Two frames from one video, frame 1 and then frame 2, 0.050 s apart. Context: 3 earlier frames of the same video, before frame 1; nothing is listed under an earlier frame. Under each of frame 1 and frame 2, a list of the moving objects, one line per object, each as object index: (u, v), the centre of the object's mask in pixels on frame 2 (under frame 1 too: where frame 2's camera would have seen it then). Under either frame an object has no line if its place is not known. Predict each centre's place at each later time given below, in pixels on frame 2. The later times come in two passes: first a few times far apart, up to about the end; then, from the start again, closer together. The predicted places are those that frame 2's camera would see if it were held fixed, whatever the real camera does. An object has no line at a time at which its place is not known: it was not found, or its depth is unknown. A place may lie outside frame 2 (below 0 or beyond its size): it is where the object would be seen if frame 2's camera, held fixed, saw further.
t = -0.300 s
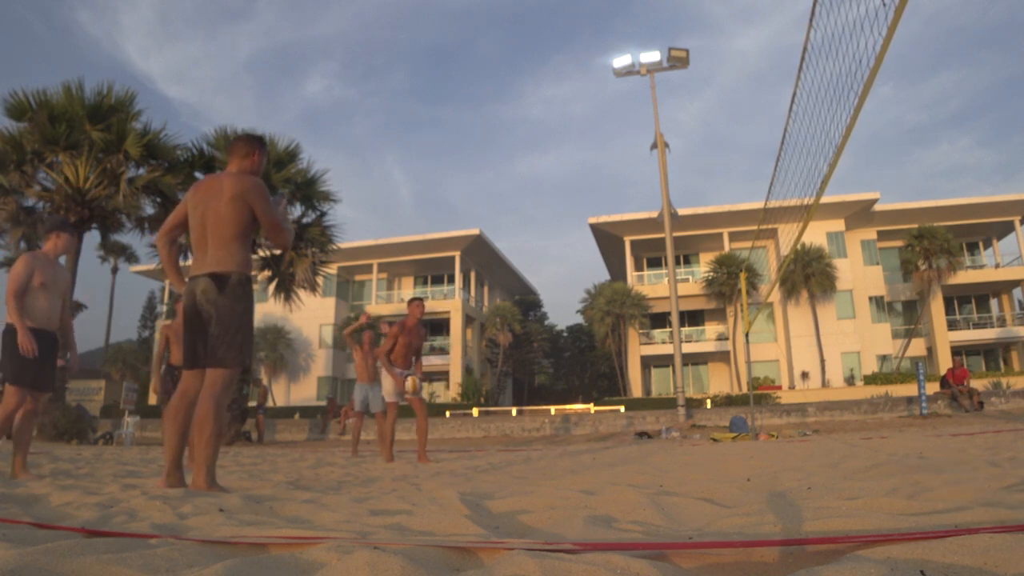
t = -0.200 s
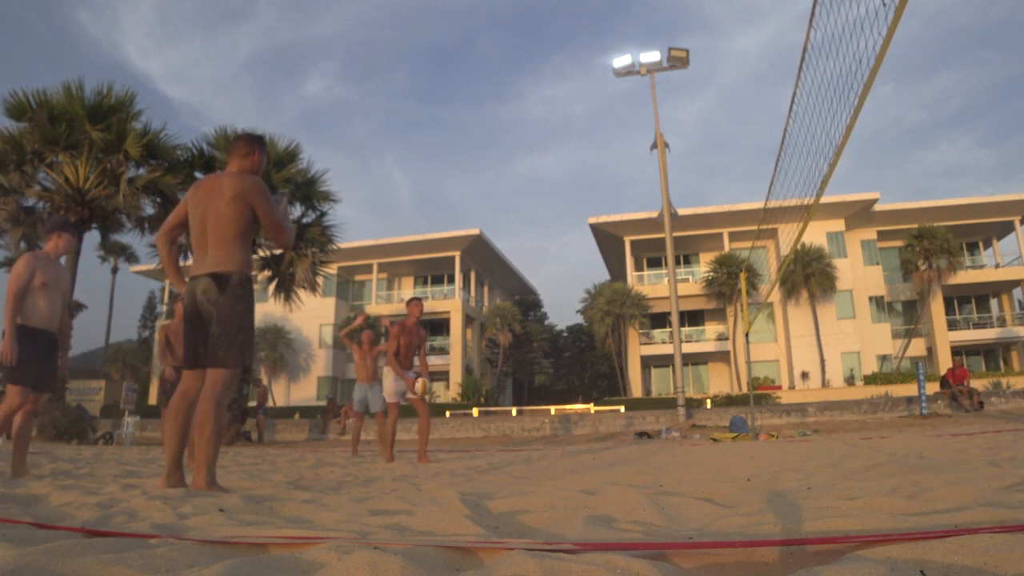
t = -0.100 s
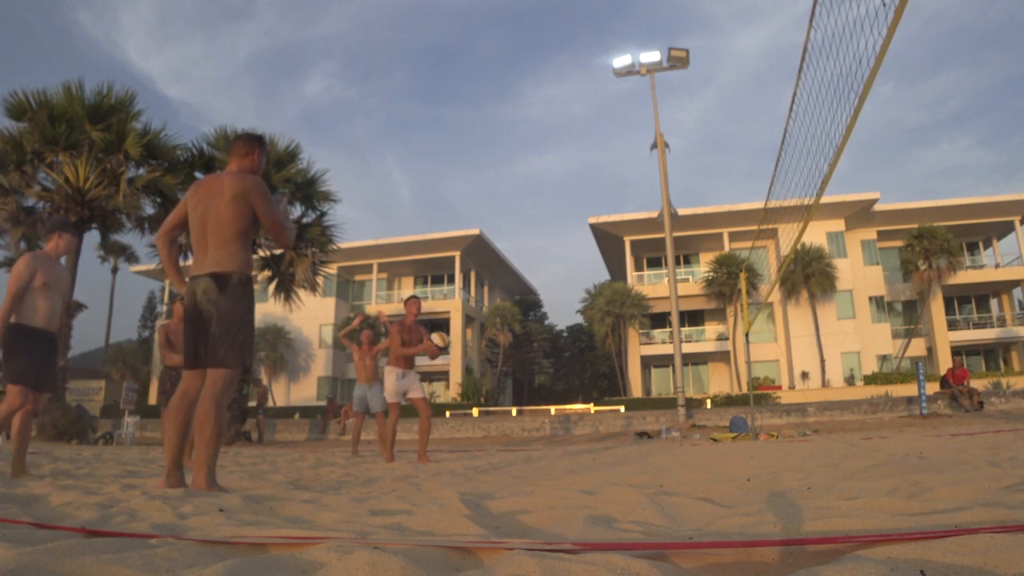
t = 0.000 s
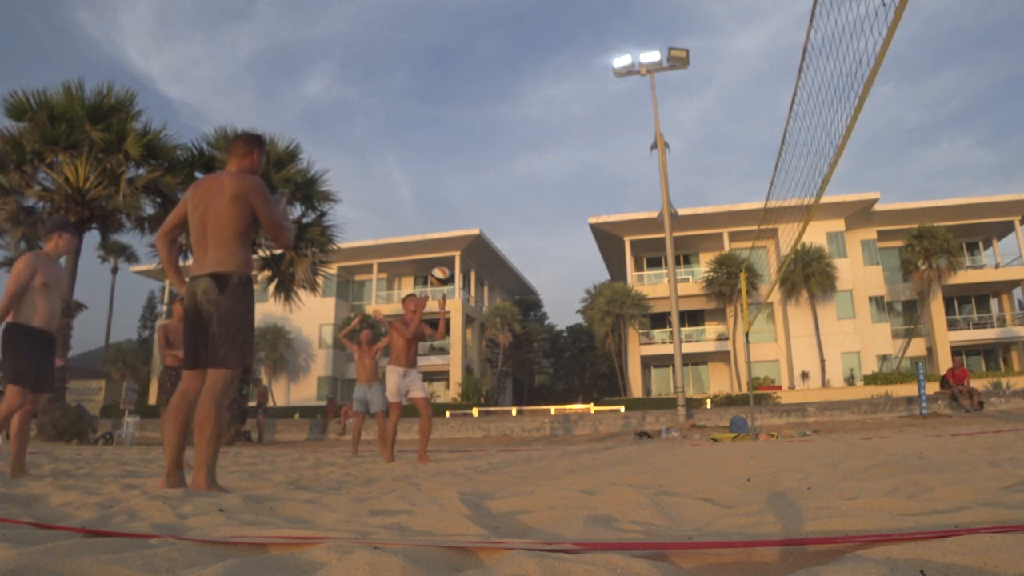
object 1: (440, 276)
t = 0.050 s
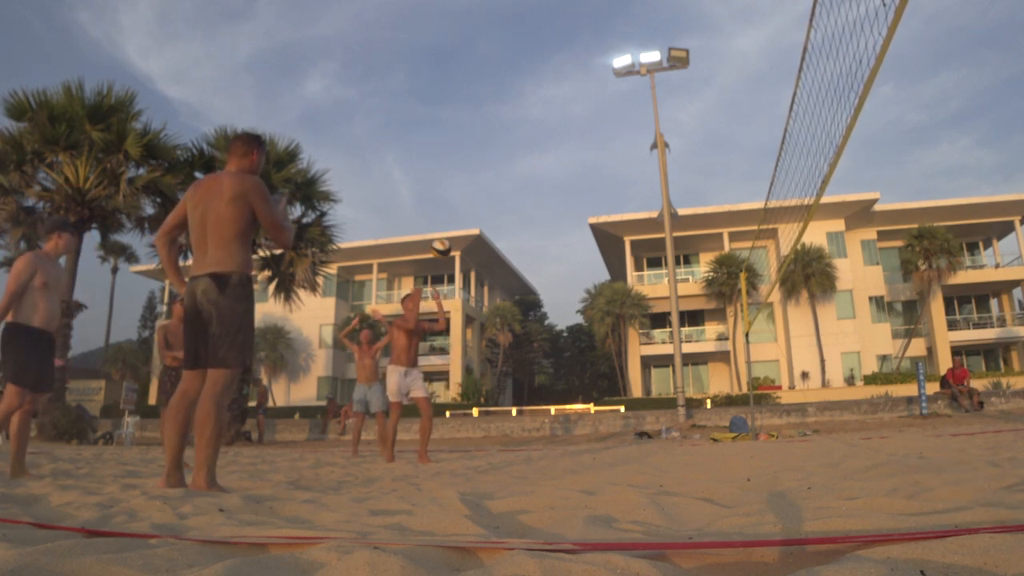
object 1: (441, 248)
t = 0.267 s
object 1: (443, 160)
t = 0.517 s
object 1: (445, 114)
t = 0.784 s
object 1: (447, 120)
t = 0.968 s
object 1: (448, 157)
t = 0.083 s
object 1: (441, 231)
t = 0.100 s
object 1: (441, 223)
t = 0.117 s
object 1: (442, 216)
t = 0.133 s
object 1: (442, 208)
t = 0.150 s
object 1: (442, 201)
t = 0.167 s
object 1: (442, 194)
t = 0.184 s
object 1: (442, 188)
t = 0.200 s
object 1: (442, 182)
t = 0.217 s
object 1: (442, 176)
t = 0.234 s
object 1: (443, 170)
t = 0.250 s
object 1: (443, 165)
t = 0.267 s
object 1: (443, 160)
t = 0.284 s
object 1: (443, 155)
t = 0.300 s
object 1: (443, 151)
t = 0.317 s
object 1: (443, 147)
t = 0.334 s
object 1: (444, 143)
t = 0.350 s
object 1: (444, 139)
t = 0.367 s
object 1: (444, 135)
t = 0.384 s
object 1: (444, 132)
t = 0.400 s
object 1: (444, 129)
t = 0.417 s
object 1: (444, 126)
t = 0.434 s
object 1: (444, 124)
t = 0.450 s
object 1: (444, 121)
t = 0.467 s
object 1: (445, 119)
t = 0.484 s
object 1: (445, 117)
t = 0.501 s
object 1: (445, 116)
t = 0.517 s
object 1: (445, 114)
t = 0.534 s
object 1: (445, 113)
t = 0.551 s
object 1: (445, 112)
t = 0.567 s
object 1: (445, 111)
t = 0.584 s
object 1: (445, 111)
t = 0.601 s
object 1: (446, 110)
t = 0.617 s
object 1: (446, 110)
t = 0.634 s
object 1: (446, 110)
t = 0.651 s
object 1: (446, 110)
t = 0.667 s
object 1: (446, 111)
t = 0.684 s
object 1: (446, 112)
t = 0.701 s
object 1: (446, 112)
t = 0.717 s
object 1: (447, 113)
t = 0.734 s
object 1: (447, 115)
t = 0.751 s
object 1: (447, 116)
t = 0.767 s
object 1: (447, 118)
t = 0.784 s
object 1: (447, 120)
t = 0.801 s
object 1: (447, 122)
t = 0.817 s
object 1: (447, 125)
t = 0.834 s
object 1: (447, 127)
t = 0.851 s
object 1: (448, 130)
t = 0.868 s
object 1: (447, 133)
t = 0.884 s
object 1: (448, 137)
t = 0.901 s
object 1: (448, 140)
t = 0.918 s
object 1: (448, 144)
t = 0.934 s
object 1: (448, 148)
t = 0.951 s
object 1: (448, 152)
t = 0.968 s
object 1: (448, 157)
